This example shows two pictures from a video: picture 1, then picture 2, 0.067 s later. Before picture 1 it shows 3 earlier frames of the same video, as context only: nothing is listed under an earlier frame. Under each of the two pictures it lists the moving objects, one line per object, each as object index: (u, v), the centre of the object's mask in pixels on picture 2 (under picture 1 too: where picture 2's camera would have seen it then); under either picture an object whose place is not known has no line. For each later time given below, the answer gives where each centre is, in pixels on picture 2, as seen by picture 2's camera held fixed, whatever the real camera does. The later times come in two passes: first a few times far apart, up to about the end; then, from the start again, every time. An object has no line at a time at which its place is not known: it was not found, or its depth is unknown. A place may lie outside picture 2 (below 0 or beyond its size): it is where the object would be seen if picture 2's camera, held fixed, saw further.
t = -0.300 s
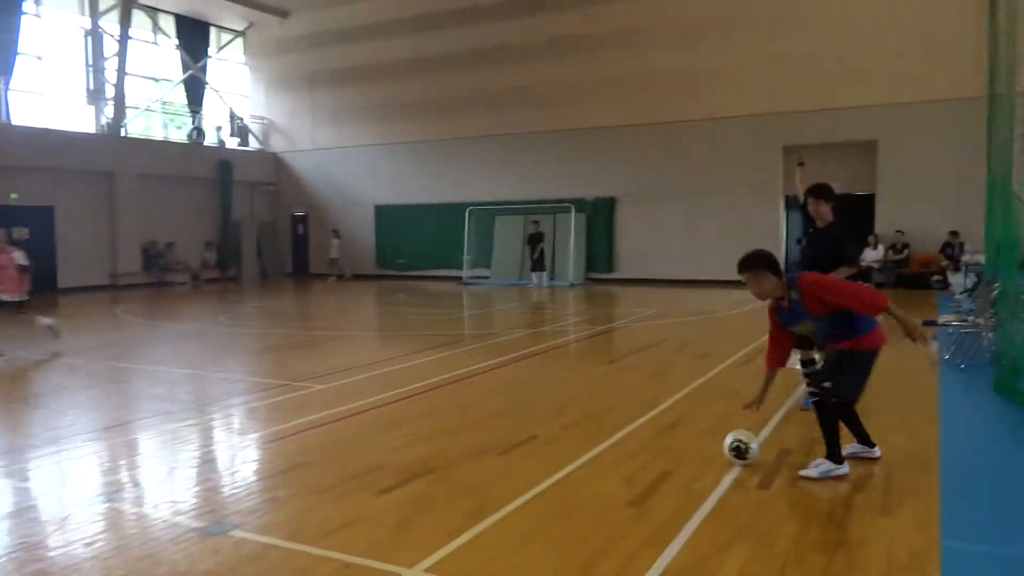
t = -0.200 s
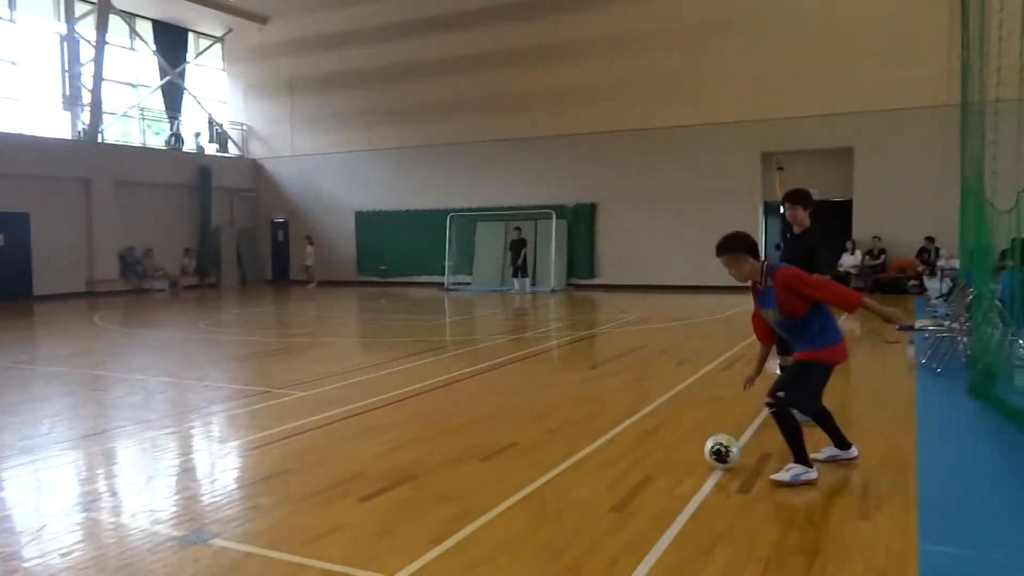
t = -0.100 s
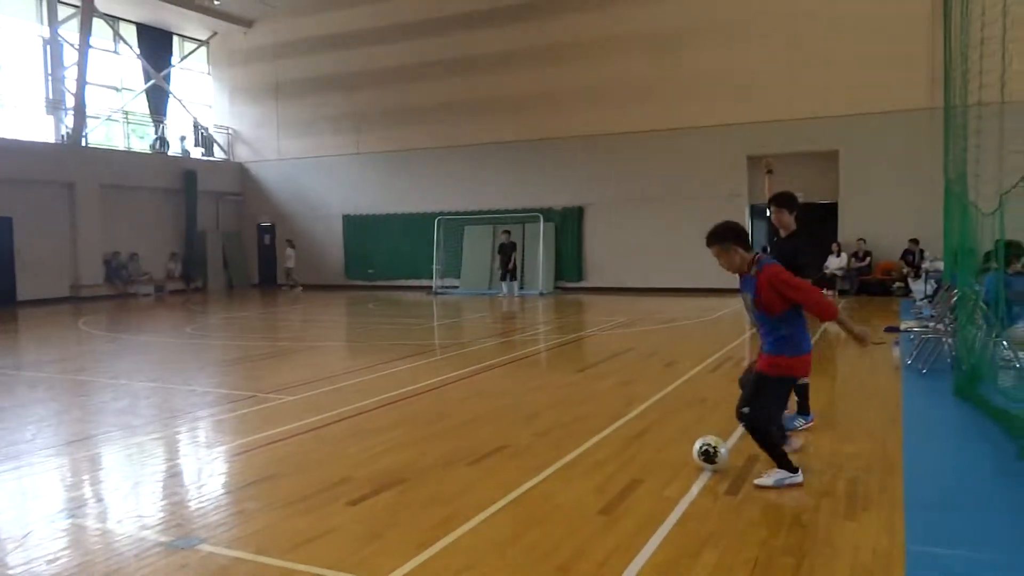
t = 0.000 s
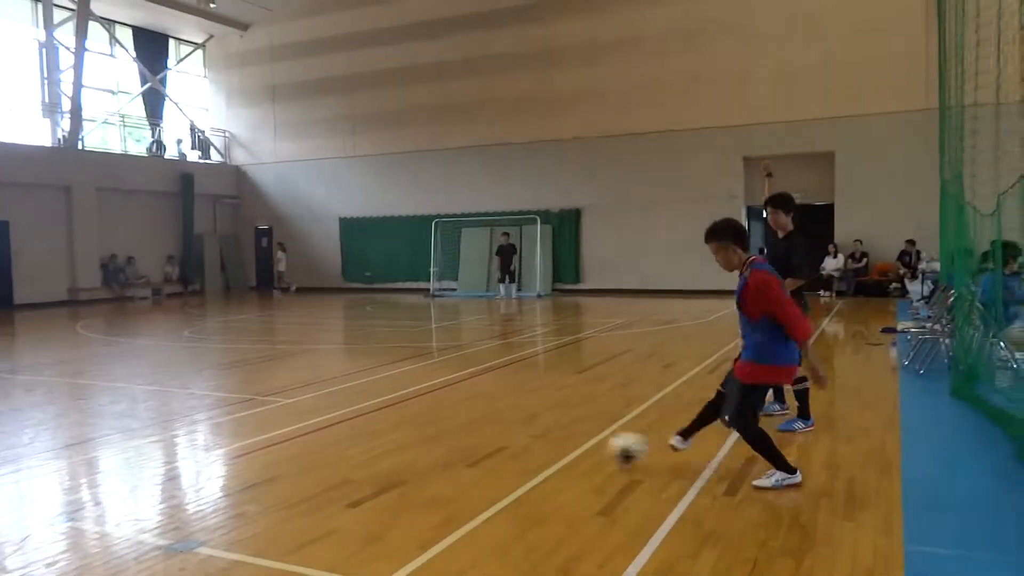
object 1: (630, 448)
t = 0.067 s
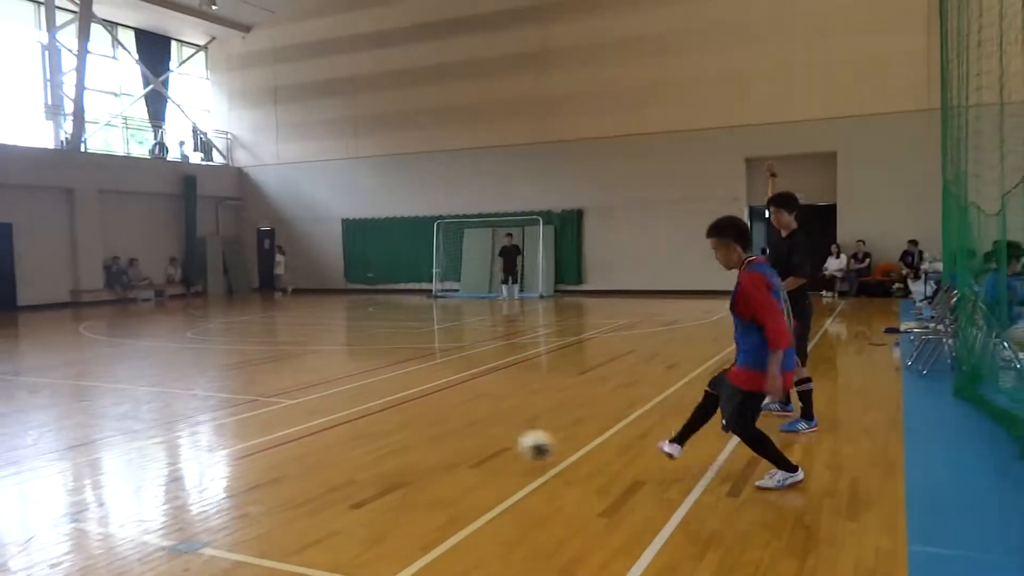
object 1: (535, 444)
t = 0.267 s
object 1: (288, 444)
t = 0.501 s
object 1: (63, 444)
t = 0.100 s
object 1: (490, 445)
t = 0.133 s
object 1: (446, 450)
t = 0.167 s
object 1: (404, 448)
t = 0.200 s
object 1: (366, 445)
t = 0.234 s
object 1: (327, 444)
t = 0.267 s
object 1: (288, 444)
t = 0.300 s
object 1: (252, 450)
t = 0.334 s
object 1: (216, 450)
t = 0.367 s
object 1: (185, 445)
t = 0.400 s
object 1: (153, 445)
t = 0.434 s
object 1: (121, 446)
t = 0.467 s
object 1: (91, 446)
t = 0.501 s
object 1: (63, 444)
